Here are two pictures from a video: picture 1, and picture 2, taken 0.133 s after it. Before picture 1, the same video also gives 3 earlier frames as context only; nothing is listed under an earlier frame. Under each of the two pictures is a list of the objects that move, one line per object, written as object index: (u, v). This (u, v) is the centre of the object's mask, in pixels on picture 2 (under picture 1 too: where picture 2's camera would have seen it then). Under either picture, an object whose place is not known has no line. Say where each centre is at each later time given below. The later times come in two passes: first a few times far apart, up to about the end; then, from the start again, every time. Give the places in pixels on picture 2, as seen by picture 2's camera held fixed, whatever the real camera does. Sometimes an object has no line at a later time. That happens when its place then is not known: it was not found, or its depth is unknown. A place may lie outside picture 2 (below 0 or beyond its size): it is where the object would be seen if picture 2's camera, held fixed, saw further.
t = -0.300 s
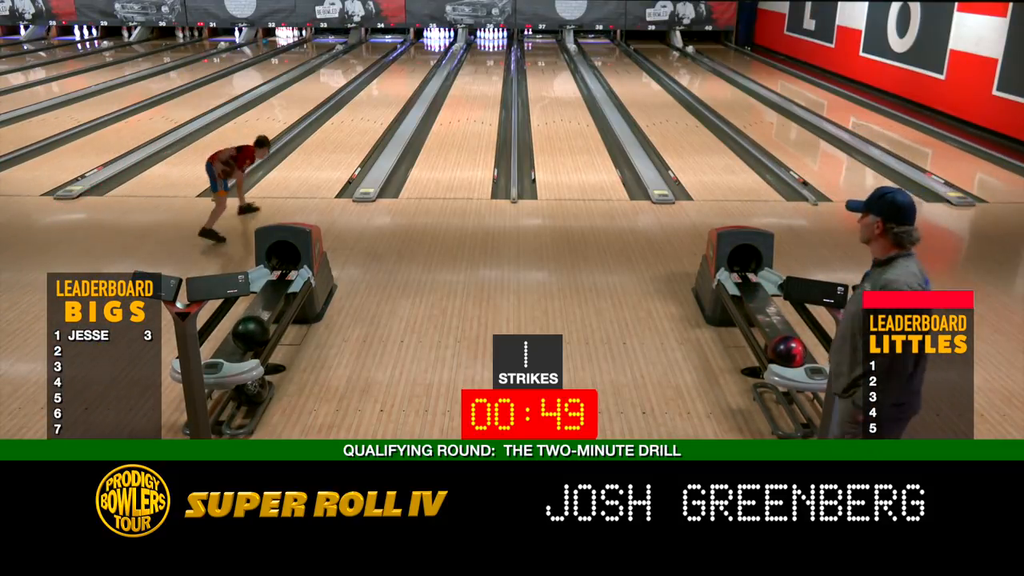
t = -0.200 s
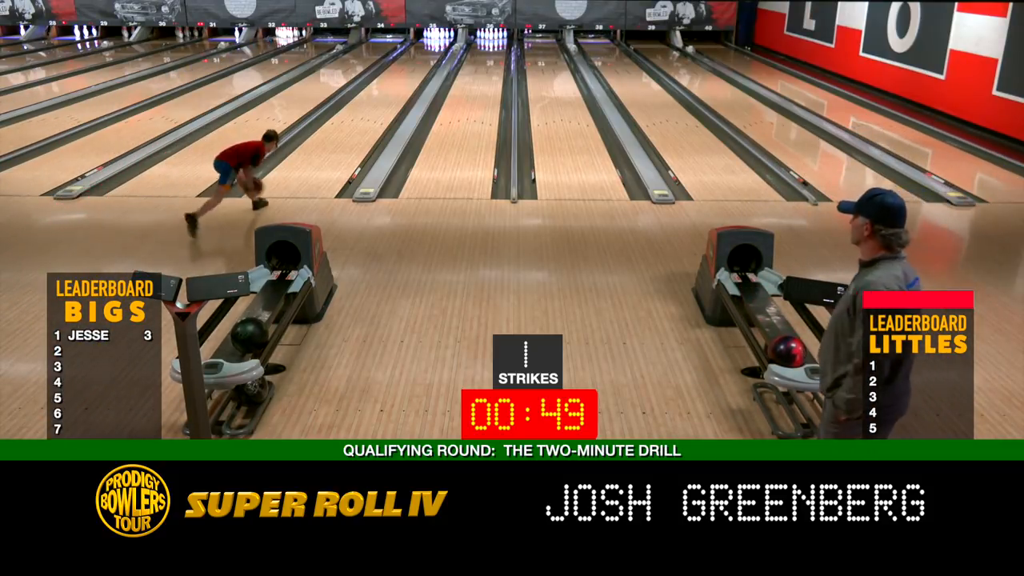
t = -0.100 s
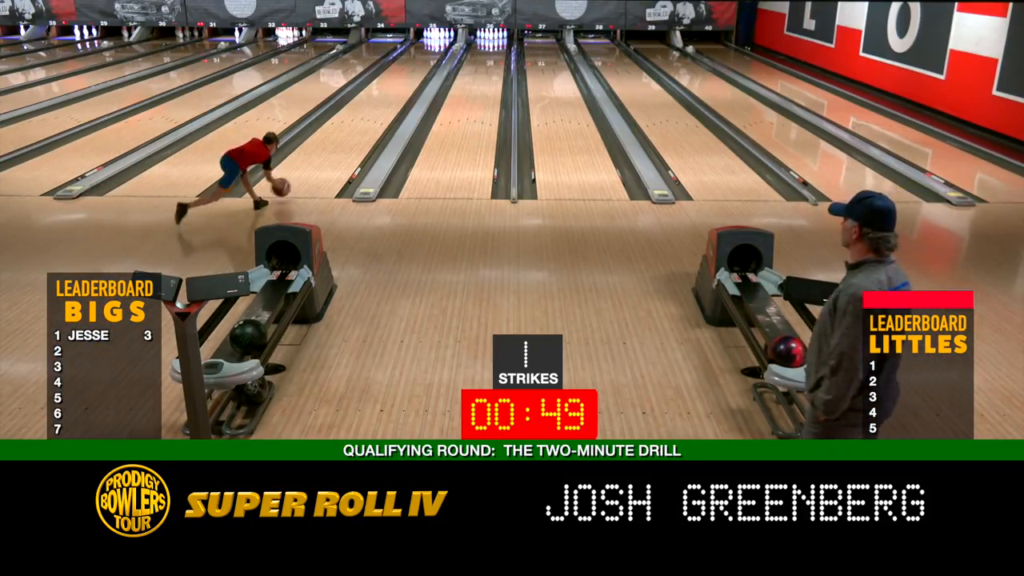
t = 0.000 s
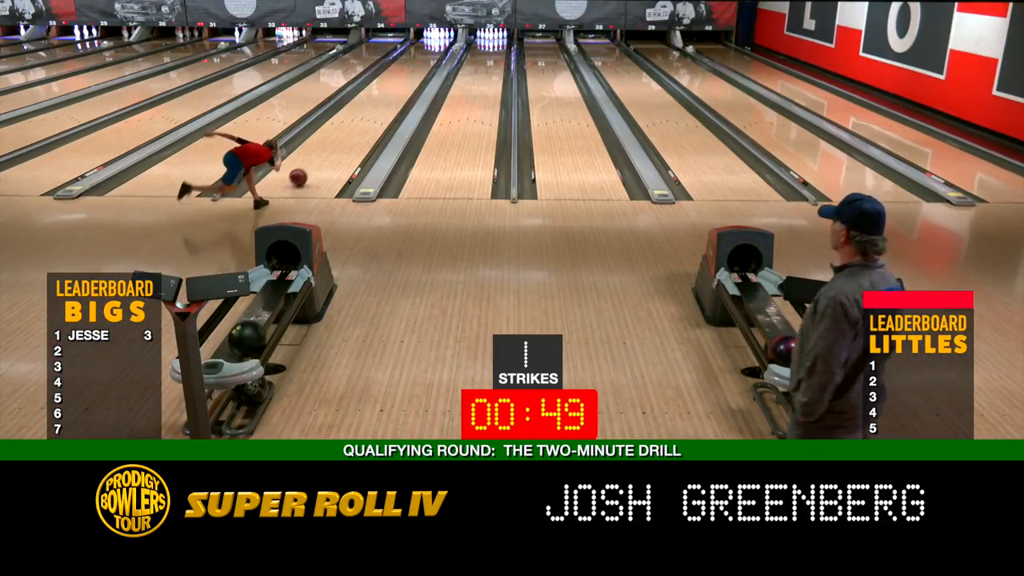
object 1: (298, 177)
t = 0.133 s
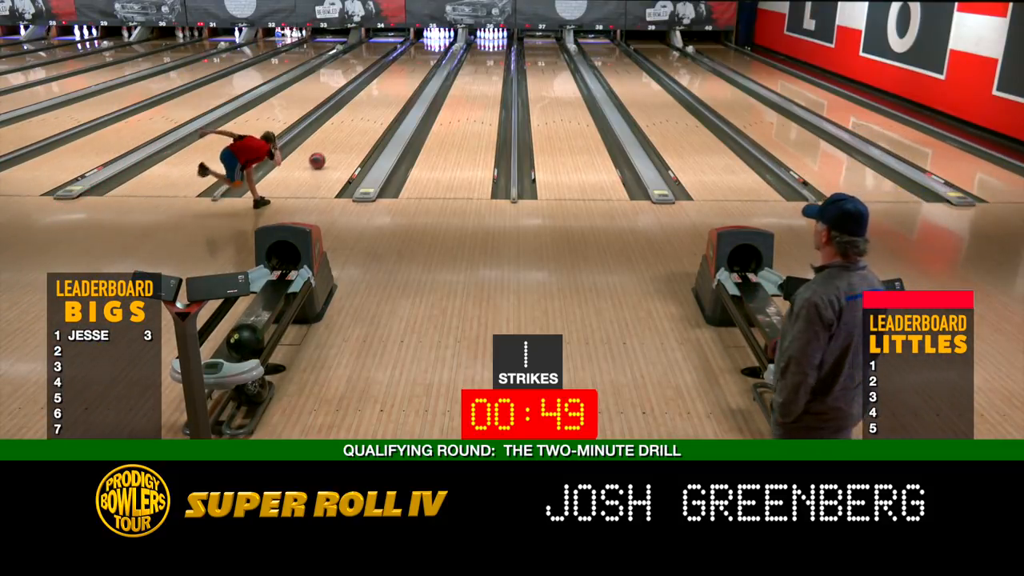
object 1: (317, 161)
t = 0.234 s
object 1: (329, 149)
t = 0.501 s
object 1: (356, 125)
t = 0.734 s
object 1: (374, 108)
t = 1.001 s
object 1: (390, 93)
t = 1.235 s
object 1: (402, 82)
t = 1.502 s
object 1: (413, 71)
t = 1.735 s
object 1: (421, 64)
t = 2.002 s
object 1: (428, 56)
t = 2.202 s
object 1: (432, 51)
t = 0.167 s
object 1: (321, 157)
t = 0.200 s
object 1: (325, 153)
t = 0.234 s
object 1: (329, 149)
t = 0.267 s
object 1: (333, 145)
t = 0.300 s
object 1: (336, 143)
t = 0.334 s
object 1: (340, 139)
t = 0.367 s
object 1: (343, 136)
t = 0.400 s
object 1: (346, 133)
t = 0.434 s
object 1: (349, 130)
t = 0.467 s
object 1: (353, 127)
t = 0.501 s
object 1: (356, 125)
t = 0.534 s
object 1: (358, 122)
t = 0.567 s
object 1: (361, 120)
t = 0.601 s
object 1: (364, 117)
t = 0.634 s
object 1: (366, 115)
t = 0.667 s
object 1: (369, 113)
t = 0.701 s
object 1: (371, 111)
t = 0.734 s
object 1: (374, 108)
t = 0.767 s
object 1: (376, 106)
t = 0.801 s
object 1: (378, 104)
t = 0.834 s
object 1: (380, 102)
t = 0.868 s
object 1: (383, 101)
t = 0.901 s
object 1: (385, 99)
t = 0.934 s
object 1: (386, 97)
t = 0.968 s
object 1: (388, 95)
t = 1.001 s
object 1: (390, 93)
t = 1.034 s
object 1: (392, 92)
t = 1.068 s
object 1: (394, 90)
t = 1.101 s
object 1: (396, 88)
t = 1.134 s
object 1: (397, 86)
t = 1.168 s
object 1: (399, 85)
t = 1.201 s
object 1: (400, 83)
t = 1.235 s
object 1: (402, 82)
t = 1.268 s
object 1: (403, 80)
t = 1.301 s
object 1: (405, 79)
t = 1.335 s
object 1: (406, 78)
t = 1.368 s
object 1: (408, 76)
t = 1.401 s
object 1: (409, 75)
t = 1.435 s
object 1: (410, 74)
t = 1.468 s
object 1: (412, 72)
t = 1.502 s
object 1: (413, 71)
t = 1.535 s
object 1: (414, 70)
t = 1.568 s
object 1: (415, 69)
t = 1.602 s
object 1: (417, 68)
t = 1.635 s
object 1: (418, 67)
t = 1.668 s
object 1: (419, 66)
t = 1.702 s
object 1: (420, 65)
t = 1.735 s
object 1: (421, 64)
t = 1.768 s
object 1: (422, 63)
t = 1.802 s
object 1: (423, 61)
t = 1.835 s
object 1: (423, 61)
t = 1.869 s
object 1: (425, 60)
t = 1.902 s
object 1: (425, 59)
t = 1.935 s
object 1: (426, 58)
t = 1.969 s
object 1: (427, 57)
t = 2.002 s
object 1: (428, 56)
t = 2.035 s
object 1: (429, 55)
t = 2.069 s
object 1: (429, 54)
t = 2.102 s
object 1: (430, 54)
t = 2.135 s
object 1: (431, 53)
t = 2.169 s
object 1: (432, 52)
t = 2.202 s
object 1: (432, 51)
